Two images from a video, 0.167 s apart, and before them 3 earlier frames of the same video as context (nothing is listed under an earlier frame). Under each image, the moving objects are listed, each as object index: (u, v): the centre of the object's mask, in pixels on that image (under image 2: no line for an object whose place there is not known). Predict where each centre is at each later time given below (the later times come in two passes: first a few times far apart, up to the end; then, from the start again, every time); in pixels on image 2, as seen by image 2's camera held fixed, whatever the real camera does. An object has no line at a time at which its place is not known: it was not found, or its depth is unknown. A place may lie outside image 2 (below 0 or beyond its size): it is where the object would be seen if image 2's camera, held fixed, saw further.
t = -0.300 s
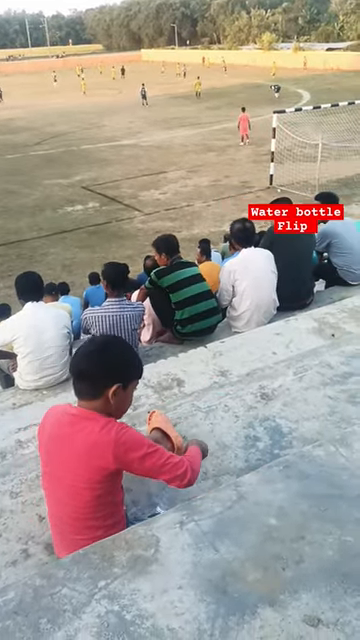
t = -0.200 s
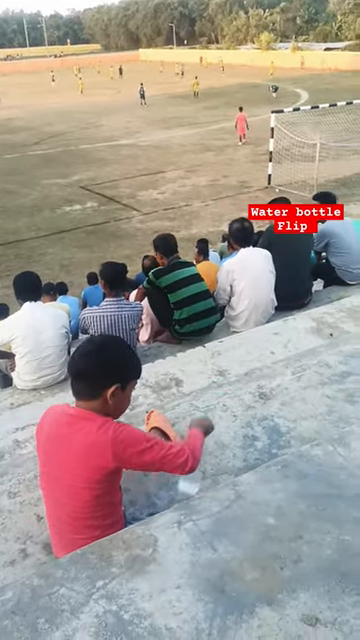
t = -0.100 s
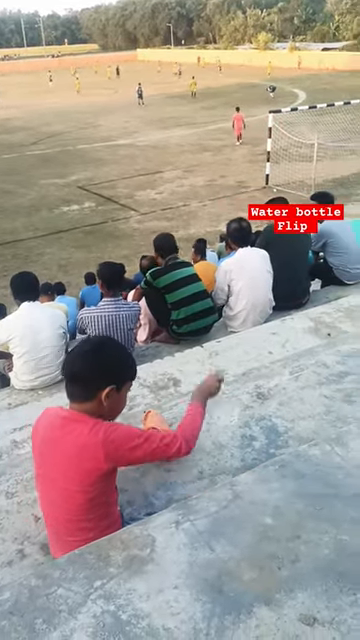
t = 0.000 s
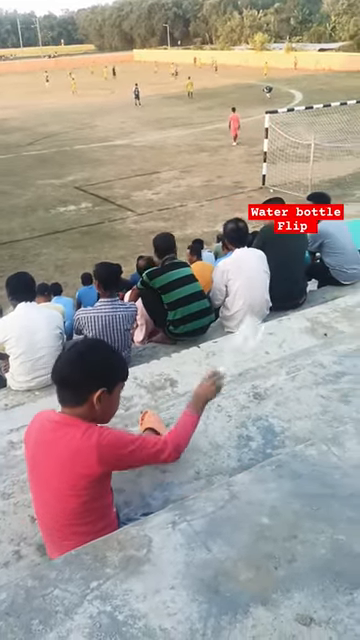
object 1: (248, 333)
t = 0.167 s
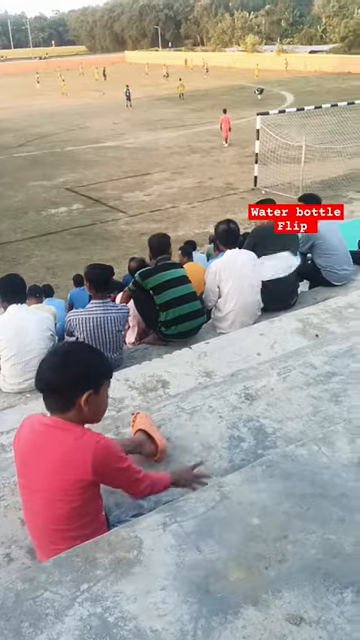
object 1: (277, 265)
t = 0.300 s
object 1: (301, 270)
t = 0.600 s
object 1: (333, 396)
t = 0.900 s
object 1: (334, 393)
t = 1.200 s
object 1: (334, 393)
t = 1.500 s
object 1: (332, 393)
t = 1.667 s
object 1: (332, 393)
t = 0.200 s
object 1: (283, 261)
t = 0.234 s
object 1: (289, 261)
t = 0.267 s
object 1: (295, 263)
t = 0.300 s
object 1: (301, 270)
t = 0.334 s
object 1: (306, 278)
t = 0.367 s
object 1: (311, 290)
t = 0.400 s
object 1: (315, 305)
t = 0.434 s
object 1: (319, 323)
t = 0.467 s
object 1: (322, 344)
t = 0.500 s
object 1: (326, 364)
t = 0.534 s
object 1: (329, 387)
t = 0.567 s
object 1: (332, 396)
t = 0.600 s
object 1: (333, 396)
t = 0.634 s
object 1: (334, 395)
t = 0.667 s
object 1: (334, 394)
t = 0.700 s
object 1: (334, 394)
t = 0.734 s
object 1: (333, 392)
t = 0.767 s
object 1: (333, 393)
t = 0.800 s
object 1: (334, 393)
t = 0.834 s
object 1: (333, 393)
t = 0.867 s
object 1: (334, 393)
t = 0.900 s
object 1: (334, 393)
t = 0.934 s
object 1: (334, 393)
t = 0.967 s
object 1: (334, 393)
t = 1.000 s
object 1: (334, 393)
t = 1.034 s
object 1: (334, 393)
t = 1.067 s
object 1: (334, 393)
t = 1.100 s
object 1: (333, 392)
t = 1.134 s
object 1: (333, 393)
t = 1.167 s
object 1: (333, 393)
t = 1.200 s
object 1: (334, 393)
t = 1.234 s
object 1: (333, 393)
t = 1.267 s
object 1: (333, 393)
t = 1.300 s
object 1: (333, 393)
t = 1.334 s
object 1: (333, 393)
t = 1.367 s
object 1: (333, 393)
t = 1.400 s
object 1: (332, 393)
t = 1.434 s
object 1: (332, 393)
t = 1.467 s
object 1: (332, 393)
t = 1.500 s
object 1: (332, 393)
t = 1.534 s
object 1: (332, 393)
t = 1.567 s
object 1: (332, 393)
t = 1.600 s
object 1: (332, 393)
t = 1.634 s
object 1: (332, 393)
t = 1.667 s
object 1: (332, 393)
